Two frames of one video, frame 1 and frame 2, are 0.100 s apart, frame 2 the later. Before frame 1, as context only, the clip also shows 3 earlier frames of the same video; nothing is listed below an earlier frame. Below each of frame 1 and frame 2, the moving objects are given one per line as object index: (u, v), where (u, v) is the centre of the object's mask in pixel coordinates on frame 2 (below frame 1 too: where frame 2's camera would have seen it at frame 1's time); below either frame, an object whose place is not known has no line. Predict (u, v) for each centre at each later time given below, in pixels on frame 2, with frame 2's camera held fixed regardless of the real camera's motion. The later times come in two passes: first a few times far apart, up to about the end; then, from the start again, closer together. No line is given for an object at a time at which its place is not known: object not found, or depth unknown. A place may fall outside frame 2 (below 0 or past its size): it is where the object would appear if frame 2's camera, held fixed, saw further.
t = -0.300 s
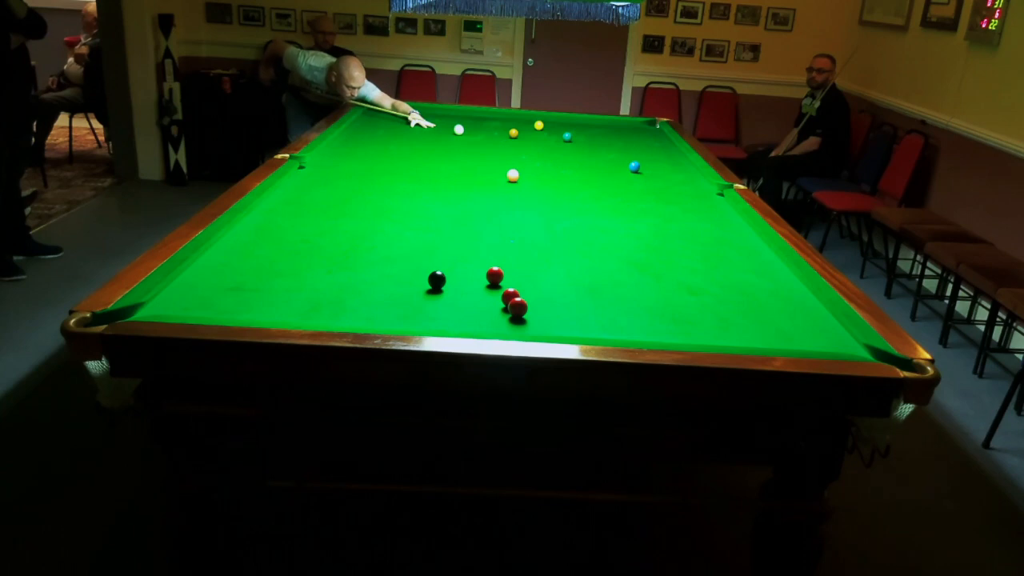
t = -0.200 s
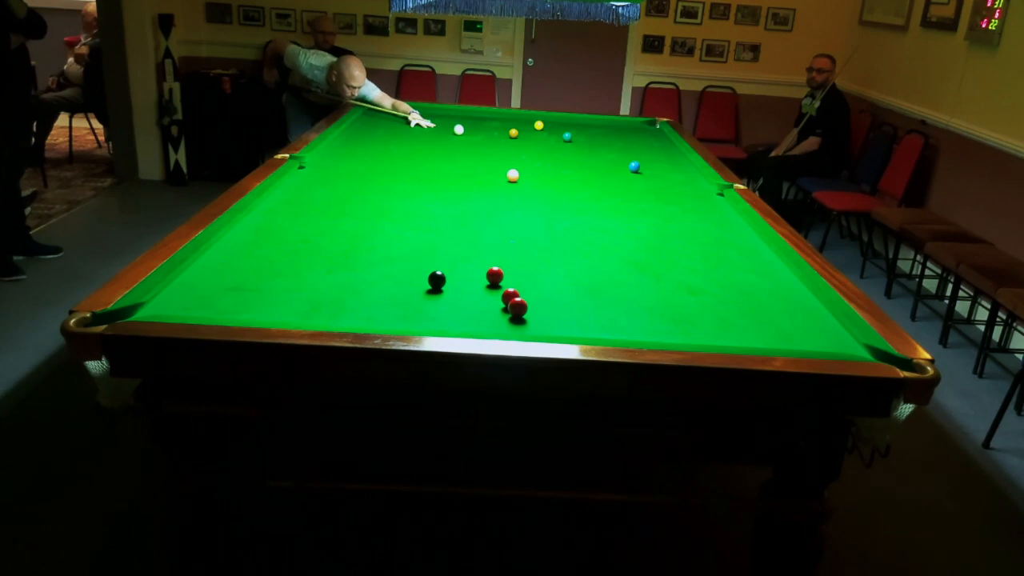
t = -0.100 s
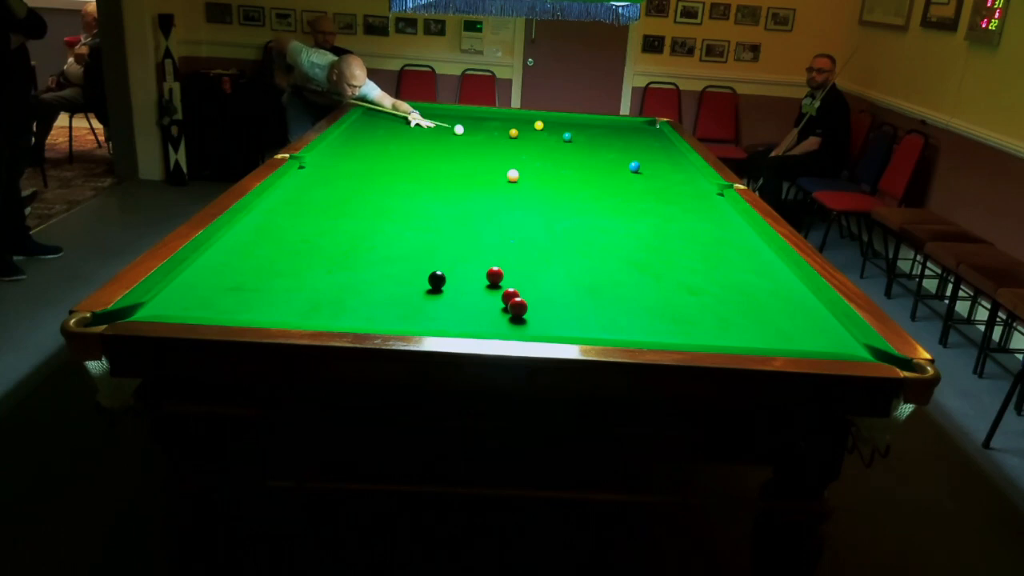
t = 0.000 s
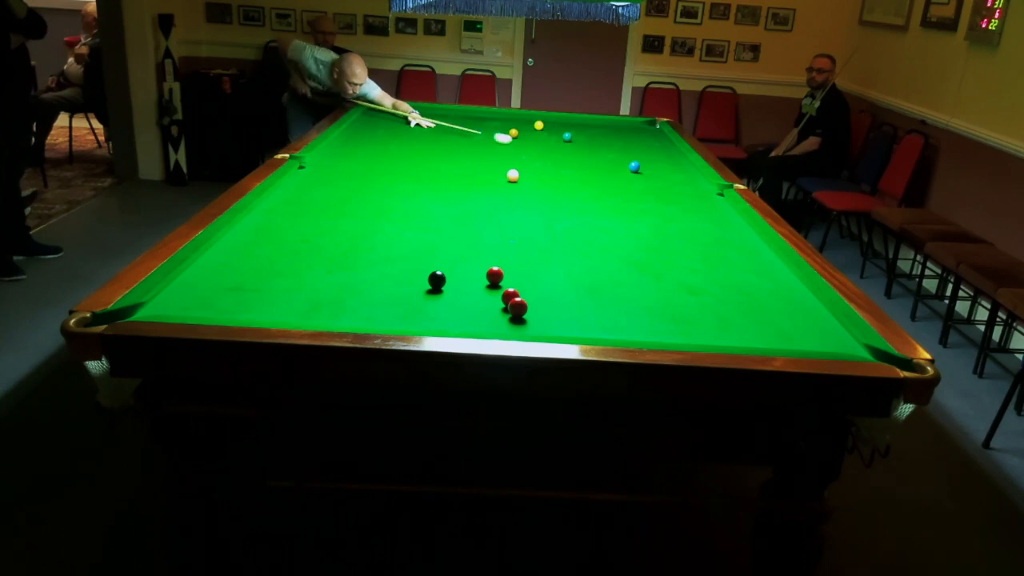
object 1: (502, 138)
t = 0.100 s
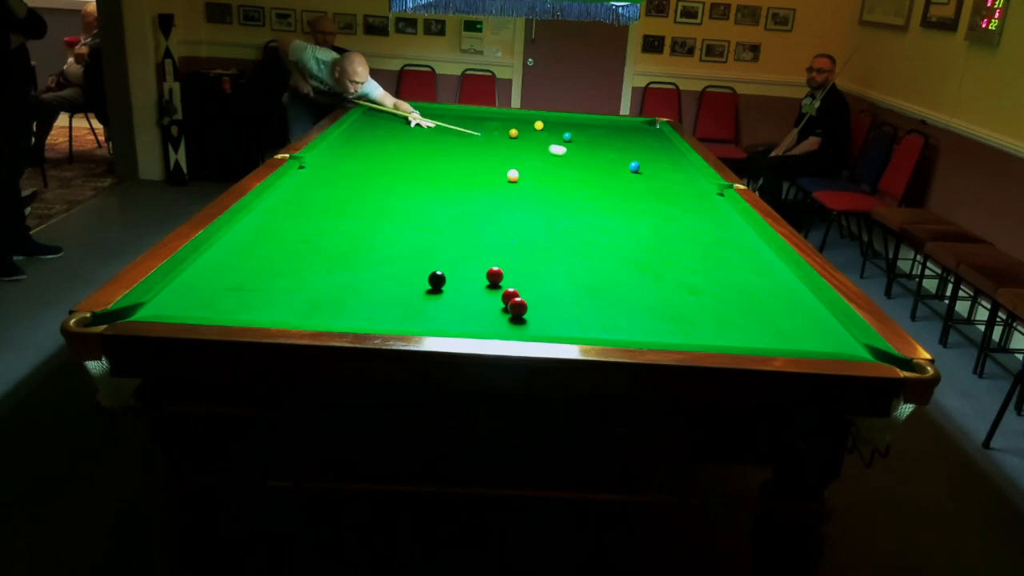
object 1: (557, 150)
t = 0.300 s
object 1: (633, 164)
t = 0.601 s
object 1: (684, 169)
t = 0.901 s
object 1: (663, 172)
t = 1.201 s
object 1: (627, 175)
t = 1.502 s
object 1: (590, 179)
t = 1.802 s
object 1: (552, 182)
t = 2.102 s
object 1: (515, 185)
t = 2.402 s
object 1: (476, 188)
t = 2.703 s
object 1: (438, 191)
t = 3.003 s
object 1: (400, 194)
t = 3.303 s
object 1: (362, 196)
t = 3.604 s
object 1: (324, 199)
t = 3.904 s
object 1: (286, 202)
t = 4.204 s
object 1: (271, 205)
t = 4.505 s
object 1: (286, 210)
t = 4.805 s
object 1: (299, 213)
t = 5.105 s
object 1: (310, 217)
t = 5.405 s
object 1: (319, 220)
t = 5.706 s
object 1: (327, 223)
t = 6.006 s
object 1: (333, 224)
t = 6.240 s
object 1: (336, 226)
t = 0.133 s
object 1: (576, 153)
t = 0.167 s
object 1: (595, 157)
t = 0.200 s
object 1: (614, 161)
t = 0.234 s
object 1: (627, 164)
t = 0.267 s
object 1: (630, 164)
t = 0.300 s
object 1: (633, 164)
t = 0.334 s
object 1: (637, 164)
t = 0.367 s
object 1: (641, 164)
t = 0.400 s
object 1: (646, 165)
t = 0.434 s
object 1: (651, 165)
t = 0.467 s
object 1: (657, 166)
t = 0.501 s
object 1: (663, 166)
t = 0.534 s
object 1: (669, 167)
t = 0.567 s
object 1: (677, 168)
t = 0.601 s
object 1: (684, 169)
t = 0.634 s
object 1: (691, 170)
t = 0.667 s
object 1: (693, 170)
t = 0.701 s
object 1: (688, 170)
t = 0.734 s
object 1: (684, 171)
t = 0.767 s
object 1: (679, 171)
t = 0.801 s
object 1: (676, 172)
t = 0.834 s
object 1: (671, 172)
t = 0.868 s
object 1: (667, 172)
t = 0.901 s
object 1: (663, 172)
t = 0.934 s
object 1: (659, 173)
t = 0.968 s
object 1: (655, 173)
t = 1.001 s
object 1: (651, 173)
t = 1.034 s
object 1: (647, 174)
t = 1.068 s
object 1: (643, 174)
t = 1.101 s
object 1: (639, 174)
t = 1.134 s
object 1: (635, 175)
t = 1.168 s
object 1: (631, 175)
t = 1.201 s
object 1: (627, 175)
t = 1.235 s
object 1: (623, 176)
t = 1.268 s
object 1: (619, 176)
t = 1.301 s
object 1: (614, 177)
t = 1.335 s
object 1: (610, 177)
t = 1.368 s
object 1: (606, 177)
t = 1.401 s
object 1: (602, 177)
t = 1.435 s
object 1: (598, 178)
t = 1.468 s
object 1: (594, 178)
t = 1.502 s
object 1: (590, 179)
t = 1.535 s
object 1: (586, 179)
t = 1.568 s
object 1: (581, 179)
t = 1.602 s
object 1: (577, 180)
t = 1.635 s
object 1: (573, 180)
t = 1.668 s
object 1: (569, 180)
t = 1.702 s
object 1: (565, 181)
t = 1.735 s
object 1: (561, 181)
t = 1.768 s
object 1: (557, 181)
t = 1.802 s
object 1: (552, 182)
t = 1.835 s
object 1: (548, 182)
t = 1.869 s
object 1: (544, 182)
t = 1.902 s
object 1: (540, 183)
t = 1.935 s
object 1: (536, 183)
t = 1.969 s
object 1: (531, 184)
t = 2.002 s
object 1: (527, 184)
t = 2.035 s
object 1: (523, 184)
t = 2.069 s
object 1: (519, 185)
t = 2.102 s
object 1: (515, 185)
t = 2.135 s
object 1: (510, 186)
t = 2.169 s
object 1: (506, 186)
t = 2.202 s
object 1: (502, 186)
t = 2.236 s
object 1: (498, 187)
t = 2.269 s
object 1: (493, 187)
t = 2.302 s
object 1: (489, 187)
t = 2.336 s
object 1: (485, 187)
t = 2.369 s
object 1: (480, 188)
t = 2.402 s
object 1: (476, 188)
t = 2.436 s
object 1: (472, 188)
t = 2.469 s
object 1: (468, 188)
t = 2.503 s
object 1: (464, 189)
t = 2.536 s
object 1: (459, 189)
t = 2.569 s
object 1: (455, 189)
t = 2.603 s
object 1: (451, 190)
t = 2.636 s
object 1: (447, 190)
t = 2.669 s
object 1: (443, 190)
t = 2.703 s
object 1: (438, 191)
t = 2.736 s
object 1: (434, 191)
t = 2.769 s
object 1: (430, 191)
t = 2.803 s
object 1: (426, 192)
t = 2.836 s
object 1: (421, 192)
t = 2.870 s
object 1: (417, 192)
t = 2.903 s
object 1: (413, 193)
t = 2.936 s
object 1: (409, 193)
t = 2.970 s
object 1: (404, 193)
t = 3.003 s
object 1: (400, 194)
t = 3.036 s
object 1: (396, 194)
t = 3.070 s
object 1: (392, 194)
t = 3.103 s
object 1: (387, 195)
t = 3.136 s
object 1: (383, 195)
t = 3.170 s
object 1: (379, 195)
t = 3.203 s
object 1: (374, 196)
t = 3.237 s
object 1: (370, 196)
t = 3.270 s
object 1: (366, 196)
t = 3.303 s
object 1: (362, 196)
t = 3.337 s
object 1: (358, 196)
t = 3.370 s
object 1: (353, 197)
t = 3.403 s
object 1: (349, 197)
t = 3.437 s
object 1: (345, 197)
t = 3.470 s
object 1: (341, 198)
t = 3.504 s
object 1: (336, 198)
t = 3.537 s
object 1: (332, 198)
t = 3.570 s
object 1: (328, 199)
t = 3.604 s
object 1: (324, 199)
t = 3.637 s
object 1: (320, 199)
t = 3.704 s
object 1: (311, 200)
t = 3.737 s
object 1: (307, 200)
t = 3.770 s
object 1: (303, 200)
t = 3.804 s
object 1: (299, 201)
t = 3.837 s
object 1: (295, 201)
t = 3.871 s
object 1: (291, 201)
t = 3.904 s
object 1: (286, 202)
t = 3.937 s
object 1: (282, 202)
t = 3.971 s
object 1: (278, 202)
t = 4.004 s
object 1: (274, 203)
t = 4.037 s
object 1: (270, 203)
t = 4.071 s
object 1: (266, 203)
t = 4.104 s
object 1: (266, 204)
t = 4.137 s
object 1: (268, 204)
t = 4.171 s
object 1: (270, 205)
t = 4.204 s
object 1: (271, 205)
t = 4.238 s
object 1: (273, 206)
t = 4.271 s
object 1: (274, 206)
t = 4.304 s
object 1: (276, 207)
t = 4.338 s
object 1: (278, 207)
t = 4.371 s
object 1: (279, 208)
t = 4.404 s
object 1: (281, 208)
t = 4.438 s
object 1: (282, 209)
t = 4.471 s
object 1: (284, 209)
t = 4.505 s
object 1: (286, 210)
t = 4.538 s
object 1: (287, 210)
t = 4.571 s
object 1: (289, 210)
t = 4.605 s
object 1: (290, 211)
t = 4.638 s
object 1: (292, 211)
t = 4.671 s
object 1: (293, 212)
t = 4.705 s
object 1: (294, 212)
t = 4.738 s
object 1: (296, 213)
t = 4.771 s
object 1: (297, 213)
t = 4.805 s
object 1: (299, 213)
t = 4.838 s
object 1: (300, 214)
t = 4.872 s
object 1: (301, 214)
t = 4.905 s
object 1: (303, 215)
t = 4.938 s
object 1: (304, 215)
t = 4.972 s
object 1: (305, 215)
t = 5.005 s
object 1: (306, 216)
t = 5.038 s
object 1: (307, 216)
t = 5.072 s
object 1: (308, 216)
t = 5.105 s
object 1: (310, 217)
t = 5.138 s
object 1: (311, 217)
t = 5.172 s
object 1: (312, 218)
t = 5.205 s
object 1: (313, 218)
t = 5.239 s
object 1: (314, 218)
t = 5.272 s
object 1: (315, 218)
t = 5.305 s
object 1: (316, 219)
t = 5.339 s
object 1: (317, 219)
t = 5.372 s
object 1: (318, 220)
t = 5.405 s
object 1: (319, 220)
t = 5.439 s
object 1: (320, 220)
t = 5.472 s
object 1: (321, 221)
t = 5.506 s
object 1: (322, 221)
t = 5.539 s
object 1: (323, 221)
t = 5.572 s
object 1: (323, 221)
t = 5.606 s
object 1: (324, 222)
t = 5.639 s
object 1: (325, 222)
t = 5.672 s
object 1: (326, 222)
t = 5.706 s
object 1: (327, 223)
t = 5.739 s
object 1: (327, 223)
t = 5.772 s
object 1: (328, 223)
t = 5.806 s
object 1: (329, 223)
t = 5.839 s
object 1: (329, 223)
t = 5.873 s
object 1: (330, 224)
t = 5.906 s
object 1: (331, 224)
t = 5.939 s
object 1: (332, 224)
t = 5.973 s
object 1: (332, 224)
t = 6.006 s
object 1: (333, 224)
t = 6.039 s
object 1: (333, 225)
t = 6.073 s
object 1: (334, 225)
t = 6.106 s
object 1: (334, 225)
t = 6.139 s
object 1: (334, 225)
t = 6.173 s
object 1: (335, 226)
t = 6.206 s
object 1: (335, 226)
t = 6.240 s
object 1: (336, 226)
